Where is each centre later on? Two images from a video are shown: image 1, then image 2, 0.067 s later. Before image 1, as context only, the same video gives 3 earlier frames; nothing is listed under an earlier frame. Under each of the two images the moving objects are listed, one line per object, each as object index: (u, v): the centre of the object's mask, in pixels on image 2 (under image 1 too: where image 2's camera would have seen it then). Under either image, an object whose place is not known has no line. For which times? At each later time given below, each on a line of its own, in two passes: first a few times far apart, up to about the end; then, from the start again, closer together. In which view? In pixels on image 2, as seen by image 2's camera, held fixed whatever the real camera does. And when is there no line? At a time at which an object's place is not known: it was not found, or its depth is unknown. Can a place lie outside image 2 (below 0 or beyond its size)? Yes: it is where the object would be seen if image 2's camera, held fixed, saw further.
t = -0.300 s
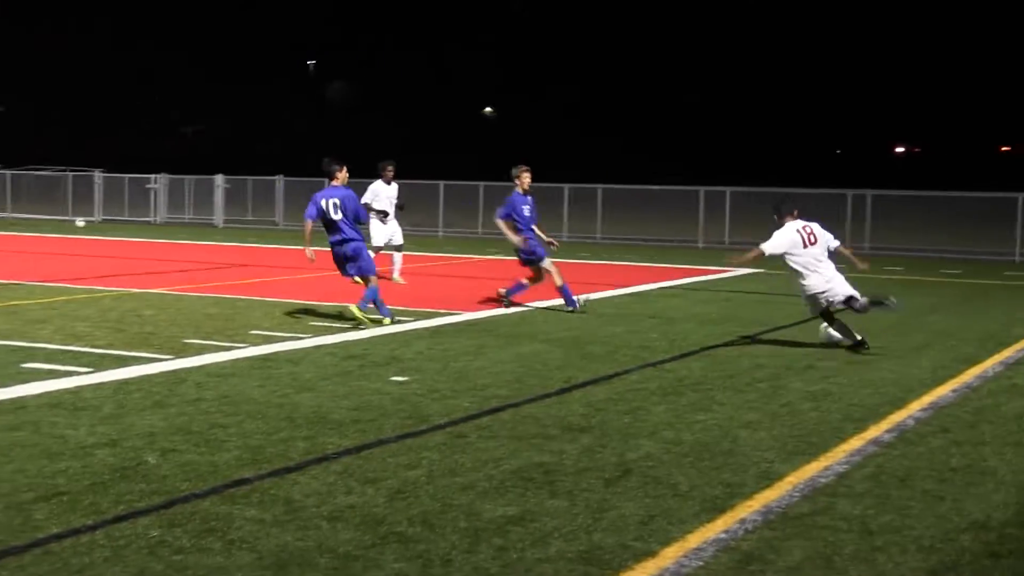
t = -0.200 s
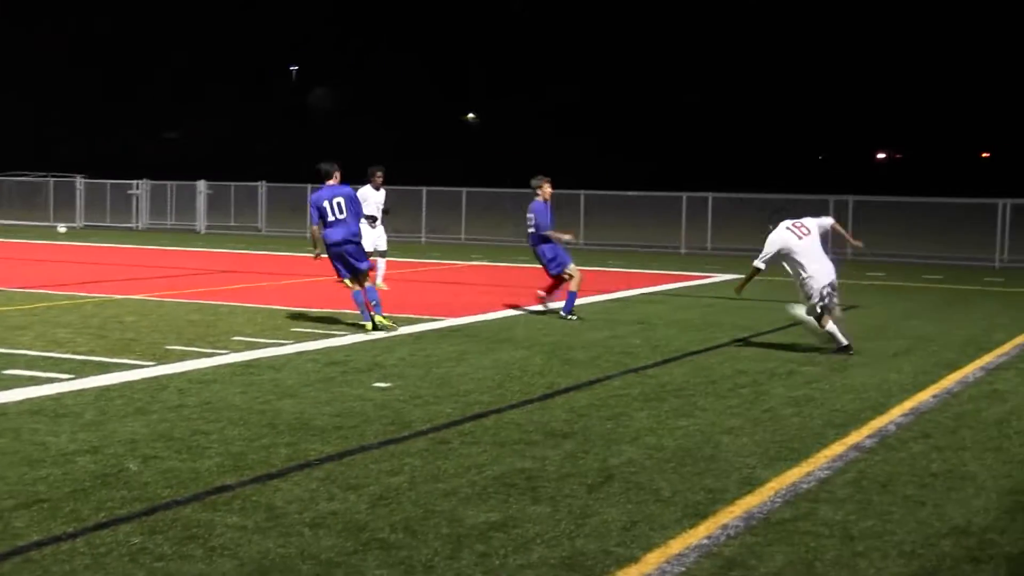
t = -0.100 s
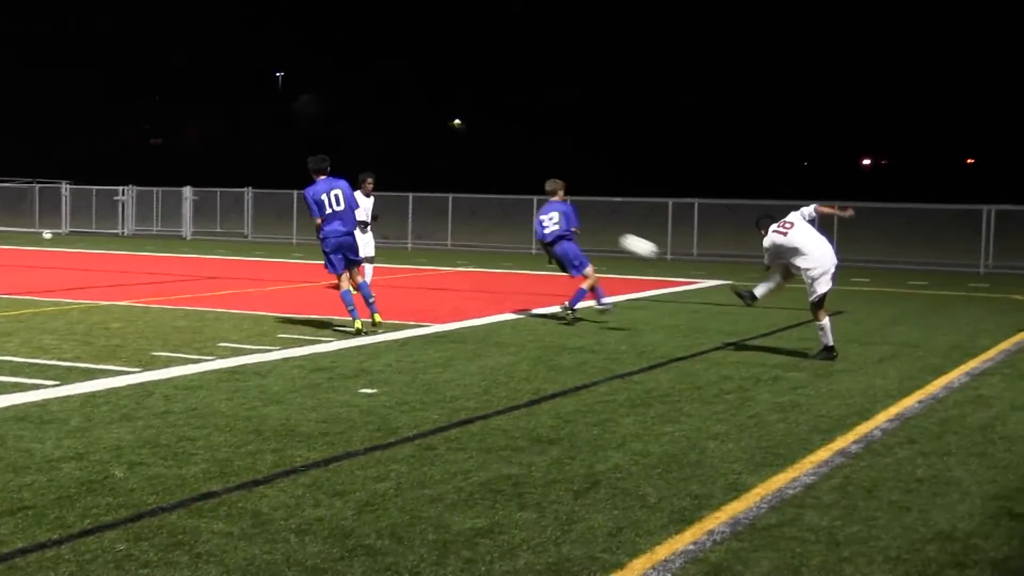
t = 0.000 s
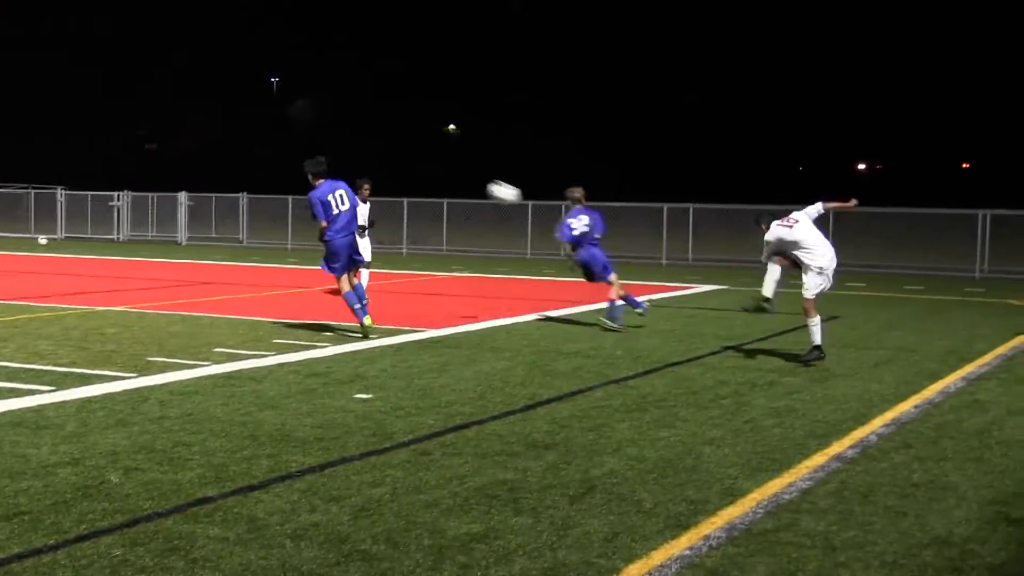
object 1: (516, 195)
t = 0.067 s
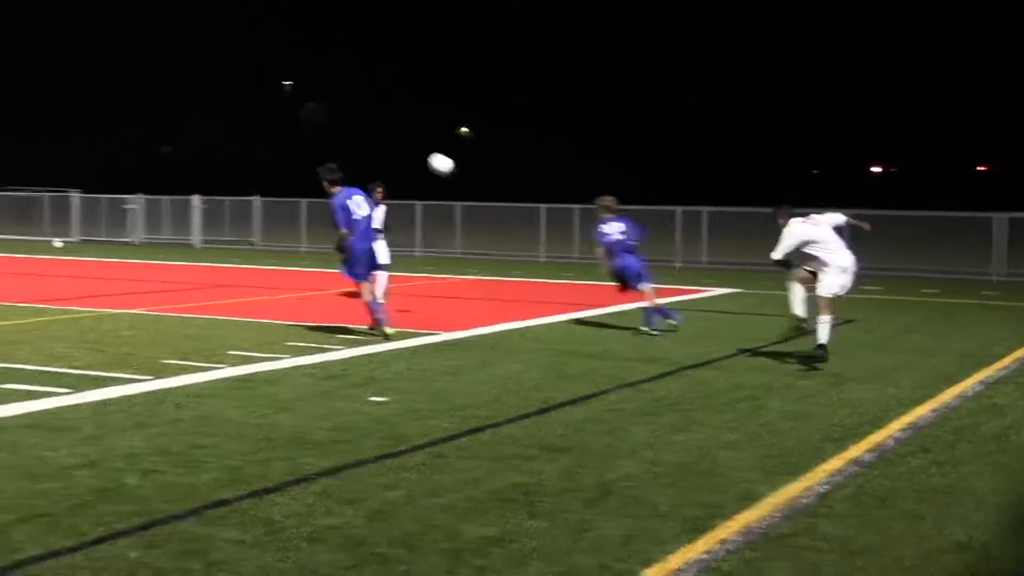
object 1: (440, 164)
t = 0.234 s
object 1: (286, 105)
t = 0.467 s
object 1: (122, 62)
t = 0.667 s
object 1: (10, 54)
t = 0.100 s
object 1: (406, 150)
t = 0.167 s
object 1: (342, 126)
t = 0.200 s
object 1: (312, 115)
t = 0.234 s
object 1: (286, 105)
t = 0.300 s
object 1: (235, 88)
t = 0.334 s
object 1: (211, 81)
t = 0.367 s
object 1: (188, 75)
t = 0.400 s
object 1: (165, 70)
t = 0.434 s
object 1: (143, 66)
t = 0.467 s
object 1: (122, 62)
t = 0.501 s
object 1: (102, 60)
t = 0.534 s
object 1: (82, 58)
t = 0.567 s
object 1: (62, 56)
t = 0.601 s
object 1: (44, 55)
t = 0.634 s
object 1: (26, 54)
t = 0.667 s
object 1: (10, 54)
